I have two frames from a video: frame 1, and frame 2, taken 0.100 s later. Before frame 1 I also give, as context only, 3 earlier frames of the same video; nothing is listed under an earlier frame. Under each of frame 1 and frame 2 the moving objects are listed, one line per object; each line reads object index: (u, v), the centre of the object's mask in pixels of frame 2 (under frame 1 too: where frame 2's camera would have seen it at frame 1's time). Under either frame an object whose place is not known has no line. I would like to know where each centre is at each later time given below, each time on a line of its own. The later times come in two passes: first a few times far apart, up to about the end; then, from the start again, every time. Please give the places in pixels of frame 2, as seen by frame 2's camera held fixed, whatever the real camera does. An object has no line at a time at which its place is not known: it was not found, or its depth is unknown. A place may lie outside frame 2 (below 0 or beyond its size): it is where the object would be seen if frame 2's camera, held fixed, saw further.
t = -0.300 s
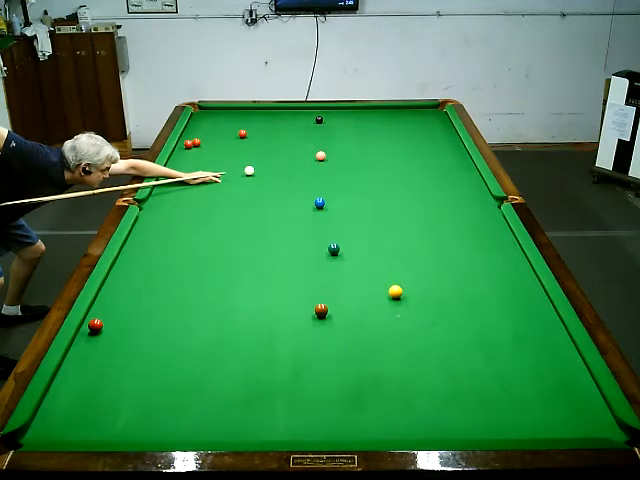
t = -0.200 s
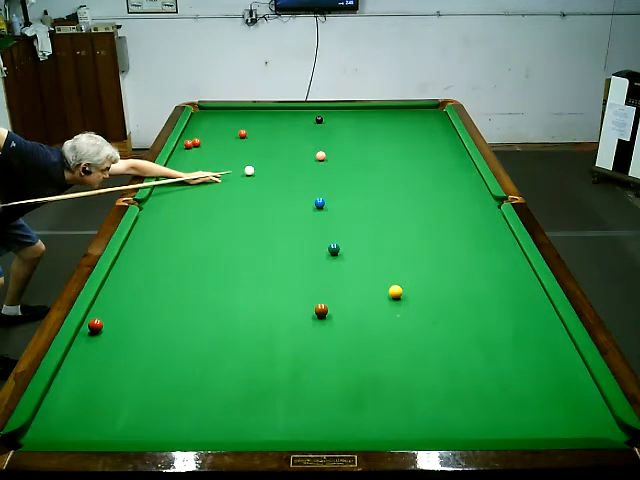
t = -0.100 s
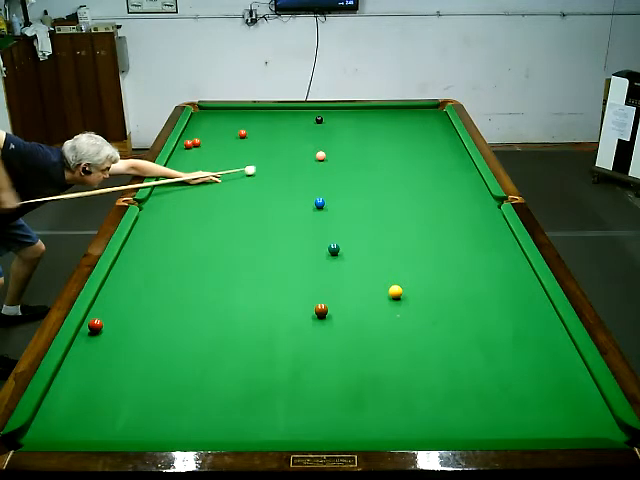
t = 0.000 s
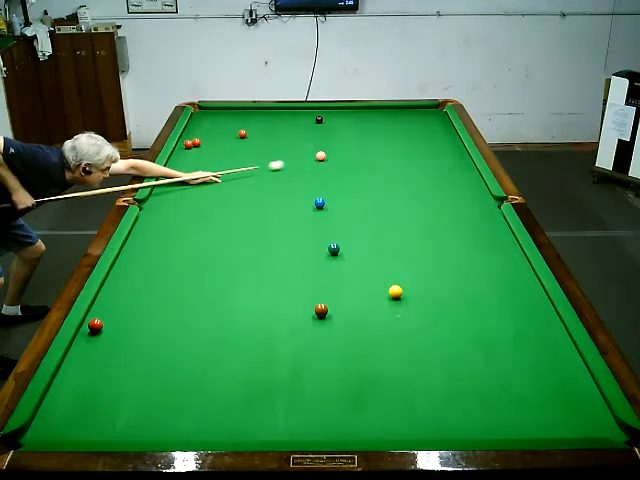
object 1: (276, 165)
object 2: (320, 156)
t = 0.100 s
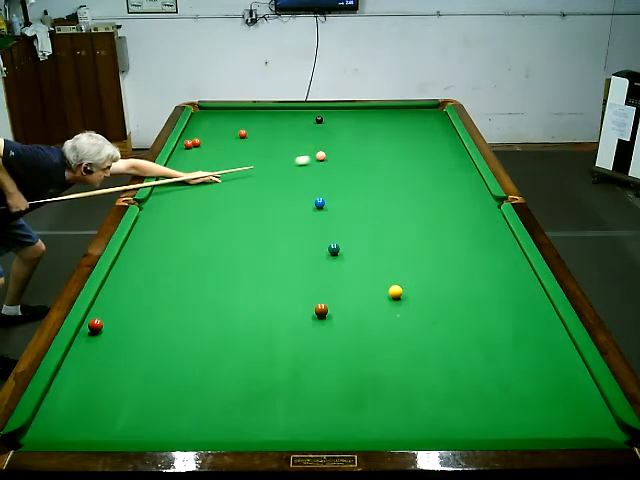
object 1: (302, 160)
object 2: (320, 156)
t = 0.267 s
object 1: (327, 160)
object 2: (336, 149)
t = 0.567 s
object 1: (364, 162)
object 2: (364, 137)
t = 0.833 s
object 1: (397, 163)
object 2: (386, 128)
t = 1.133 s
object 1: (434, 165)
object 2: (410, 118)
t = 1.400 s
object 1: (464, 166)
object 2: (428, 111)
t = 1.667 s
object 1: (458, 167)
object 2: (443, 107)
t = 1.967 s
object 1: (438, 169)
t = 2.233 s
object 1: (422, 170)
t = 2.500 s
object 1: (407, 170)
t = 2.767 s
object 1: (393, 171)
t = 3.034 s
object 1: (380, 172)
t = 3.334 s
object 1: (368, 172)
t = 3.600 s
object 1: (358, 173)
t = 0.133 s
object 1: (310, 159)
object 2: (321, 156)
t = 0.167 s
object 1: (317, 158)
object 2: (324, 154)
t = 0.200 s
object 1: (320, 159)
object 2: (328, 152)
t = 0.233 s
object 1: (323, 159)
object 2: (332, 151)
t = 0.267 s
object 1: (327, 160)
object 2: (336, 149)
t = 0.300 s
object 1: (331, 160)
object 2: (340, 148)
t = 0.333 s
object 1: (335, 160)
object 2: (343, 146)
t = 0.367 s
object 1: (339, 161)
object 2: (346, 145)
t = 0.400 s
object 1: (343, 161)
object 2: (349, 144)
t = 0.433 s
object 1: (348, 161)
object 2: (352, 142)
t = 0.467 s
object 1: (352, 161)
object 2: (355, 141)
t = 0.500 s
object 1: (356, 161)
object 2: (358, 140)
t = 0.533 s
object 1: (360, 162)
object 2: (361, 138)
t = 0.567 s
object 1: (364, 162)
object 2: (364, 137)
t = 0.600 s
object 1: (368, 162)
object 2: (367, 136)
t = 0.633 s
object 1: (373, 162)
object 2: (370, 135)
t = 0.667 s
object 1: (377, 162)
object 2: (373, 134)
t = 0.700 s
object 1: (381, 162)
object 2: (376, 133)
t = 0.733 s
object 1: (385, 163)
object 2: (378, 131)
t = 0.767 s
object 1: (389, 163)
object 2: (381, 130)
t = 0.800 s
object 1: (393, 163)
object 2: (384, 129)
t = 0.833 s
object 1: (397, 163)
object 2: (386, 128)
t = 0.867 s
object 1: (401, 163)
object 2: (389, 127)
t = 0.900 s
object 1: (405, 164)
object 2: (392, 126)
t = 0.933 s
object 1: (409, 164)
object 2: (394, 125)
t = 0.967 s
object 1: (413, 164)
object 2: (397, 124)
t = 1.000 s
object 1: (417, 164)
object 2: (400, 122)
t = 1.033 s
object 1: (421, 164)
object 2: (402, 122)
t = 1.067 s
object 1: (425, 164)
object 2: (404, 121)
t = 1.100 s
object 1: (429, 165)
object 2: (407, 120)
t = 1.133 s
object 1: (434, 165)
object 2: (410, 118)
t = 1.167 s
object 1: (437, 165)
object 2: (412, 117)
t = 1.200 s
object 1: (441, 165)
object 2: (414, 116)
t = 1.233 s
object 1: (445, 165)
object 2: (417, 115)
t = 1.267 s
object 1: (449, 165)
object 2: (419, 115)
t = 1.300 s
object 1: (453, 166)
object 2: (421, 114)
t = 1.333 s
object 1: (457, 166)
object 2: (423, 113)
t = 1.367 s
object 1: (461, 166)
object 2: (426, 112)
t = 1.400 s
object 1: (464, 166)
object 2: (428, 111)
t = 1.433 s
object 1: (468, 166)
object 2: (430, 110)
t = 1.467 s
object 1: (471, 166)
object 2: (432, 109)
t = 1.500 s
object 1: (469, 167)
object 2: (434, 108)
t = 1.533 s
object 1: (467, 167)
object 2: (436, 107)
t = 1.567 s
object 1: (465, 167)
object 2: (438, 106)
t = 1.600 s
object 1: (462, 167)
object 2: (440, 106)
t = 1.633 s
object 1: (460, 167)
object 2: (442, 106)
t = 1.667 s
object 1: (458, 167)
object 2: (443, 107)
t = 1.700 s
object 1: (455, 167)
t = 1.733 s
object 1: (453, 168)
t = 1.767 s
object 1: (451, 168)
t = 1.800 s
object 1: (449, 168)
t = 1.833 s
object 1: (447, 168)
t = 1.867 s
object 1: (445, 168)
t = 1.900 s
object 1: (442, 168)
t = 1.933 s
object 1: (440, 168)
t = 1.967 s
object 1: (438, 169)
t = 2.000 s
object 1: (436, 169)
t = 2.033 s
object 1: (434, 169)
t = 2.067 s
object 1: (432, 169)
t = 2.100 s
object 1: (430, 169)
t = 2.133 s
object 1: (428, 169)
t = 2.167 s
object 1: (426, 169)
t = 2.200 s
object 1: (424, 169)
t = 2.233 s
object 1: (422, 170)
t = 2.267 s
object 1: (420, 170)
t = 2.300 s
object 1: (418, 170)
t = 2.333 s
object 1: (416, 170)
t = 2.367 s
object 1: (414, 170)
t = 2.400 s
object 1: (412, 170)
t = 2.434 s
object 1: (410, 170)
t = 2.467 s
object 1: (409, 170)
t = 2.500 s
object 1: (407, 170)
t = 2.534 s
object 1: (405, 170)
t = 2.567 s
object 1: (403, 171)
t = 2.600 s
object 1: (401, 171)
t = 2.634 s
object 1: (400, 171)
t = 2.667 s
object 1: (398, 171)
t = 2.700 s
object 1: (396, 171)
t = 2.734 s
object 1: (394, 171)
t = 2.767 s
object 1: (393, 171)
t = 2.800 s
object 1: (391, 171)
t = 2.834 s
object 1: (389, 171)
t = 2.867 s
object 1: (388, 171)
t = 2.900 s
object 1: (386, 171)
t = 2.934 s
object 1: (385, 172)
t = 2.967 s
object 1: (383, 172)
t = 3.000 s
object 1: (382, 172)
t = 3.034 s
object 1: (380, 172)
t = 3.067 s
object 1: (379, 172)
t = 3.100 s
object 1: (377, 172)
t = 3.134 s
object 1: (376, 172)
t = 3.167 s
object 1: (375, 172)
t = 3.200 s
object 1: (373, 172)
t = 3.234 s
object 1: (372, 172)
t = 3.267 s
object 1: (370, 172)
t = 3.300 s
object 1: (369, 172)
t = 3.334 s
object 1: (368, 172)
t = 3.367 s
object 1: (367, 172)
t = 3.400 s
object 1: (365, 172)
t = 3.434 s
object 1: (364, 173)
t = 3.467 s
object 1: (363, 173)
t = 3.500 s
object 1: (362, 173)
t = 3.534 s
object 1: (361, 173)
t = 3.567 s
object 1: (359, 173)
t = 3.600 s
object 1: (358, 173)
